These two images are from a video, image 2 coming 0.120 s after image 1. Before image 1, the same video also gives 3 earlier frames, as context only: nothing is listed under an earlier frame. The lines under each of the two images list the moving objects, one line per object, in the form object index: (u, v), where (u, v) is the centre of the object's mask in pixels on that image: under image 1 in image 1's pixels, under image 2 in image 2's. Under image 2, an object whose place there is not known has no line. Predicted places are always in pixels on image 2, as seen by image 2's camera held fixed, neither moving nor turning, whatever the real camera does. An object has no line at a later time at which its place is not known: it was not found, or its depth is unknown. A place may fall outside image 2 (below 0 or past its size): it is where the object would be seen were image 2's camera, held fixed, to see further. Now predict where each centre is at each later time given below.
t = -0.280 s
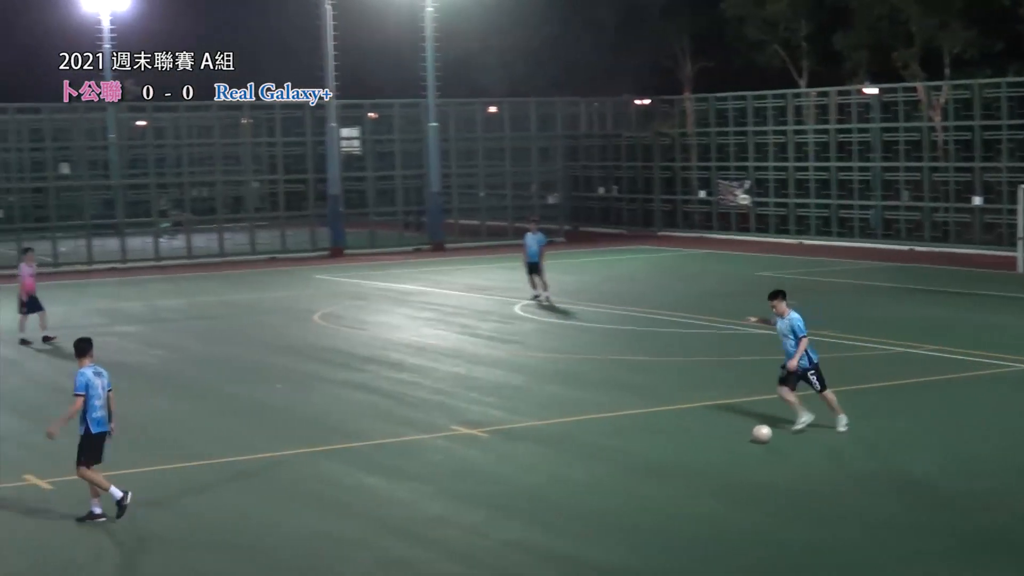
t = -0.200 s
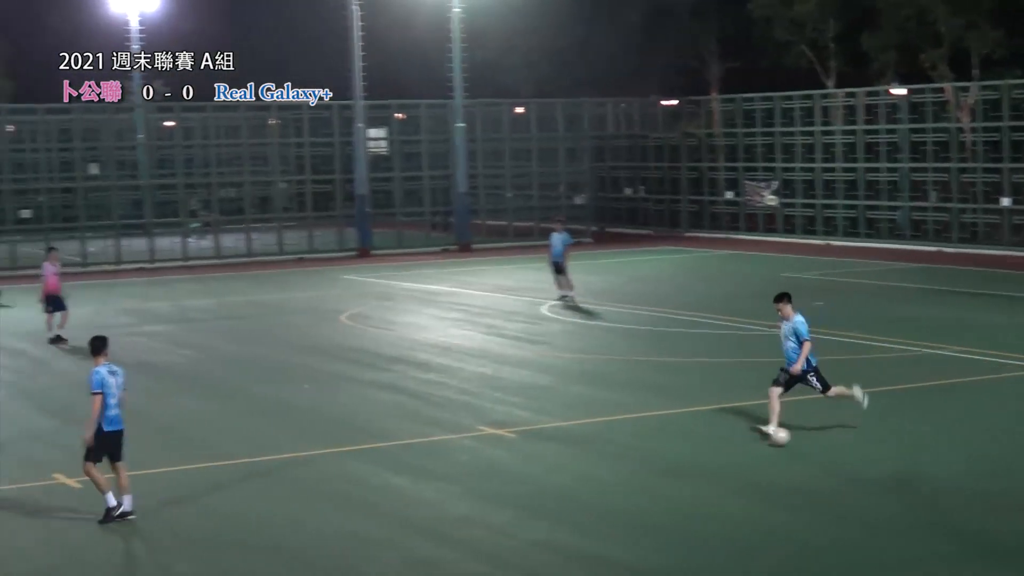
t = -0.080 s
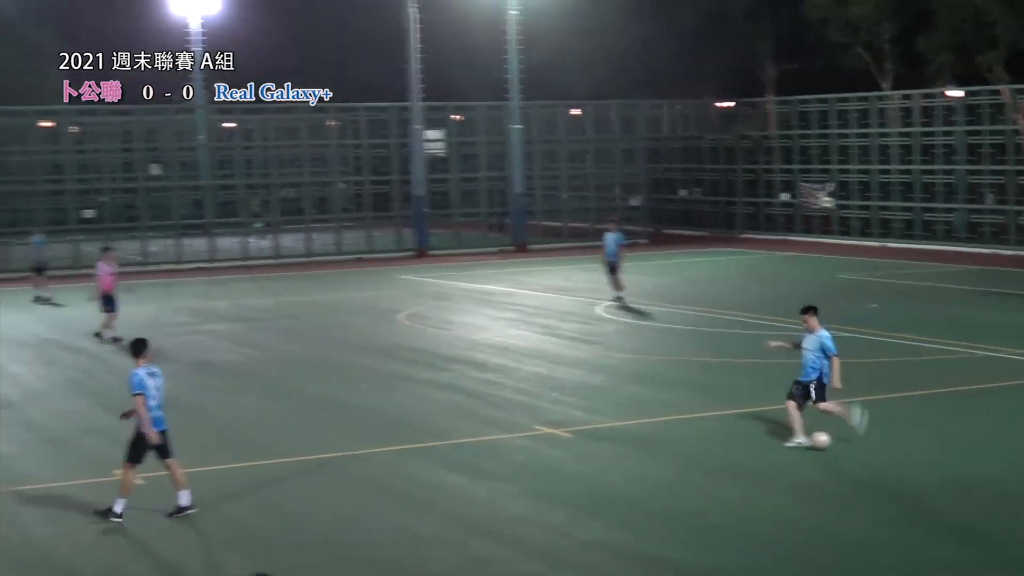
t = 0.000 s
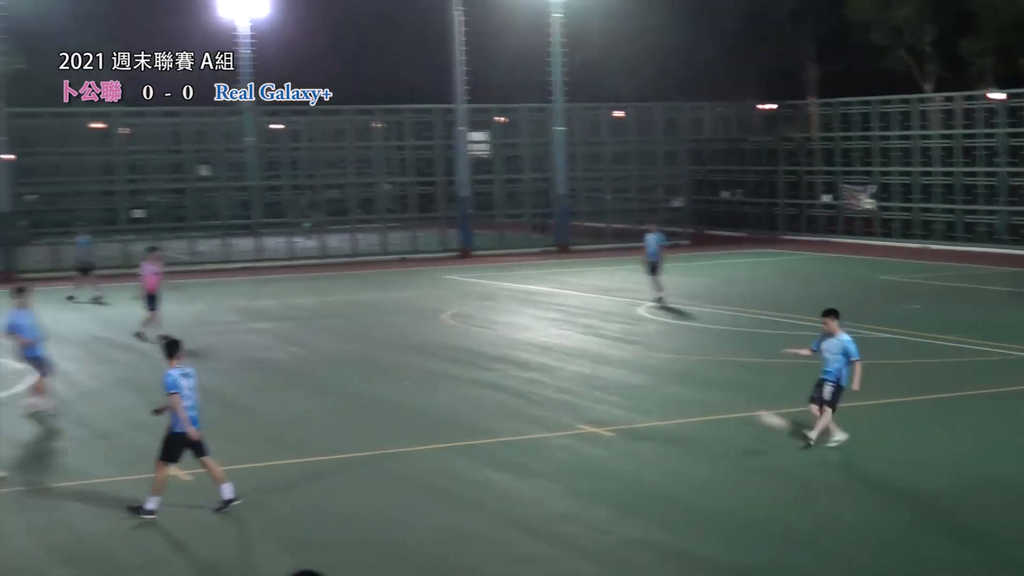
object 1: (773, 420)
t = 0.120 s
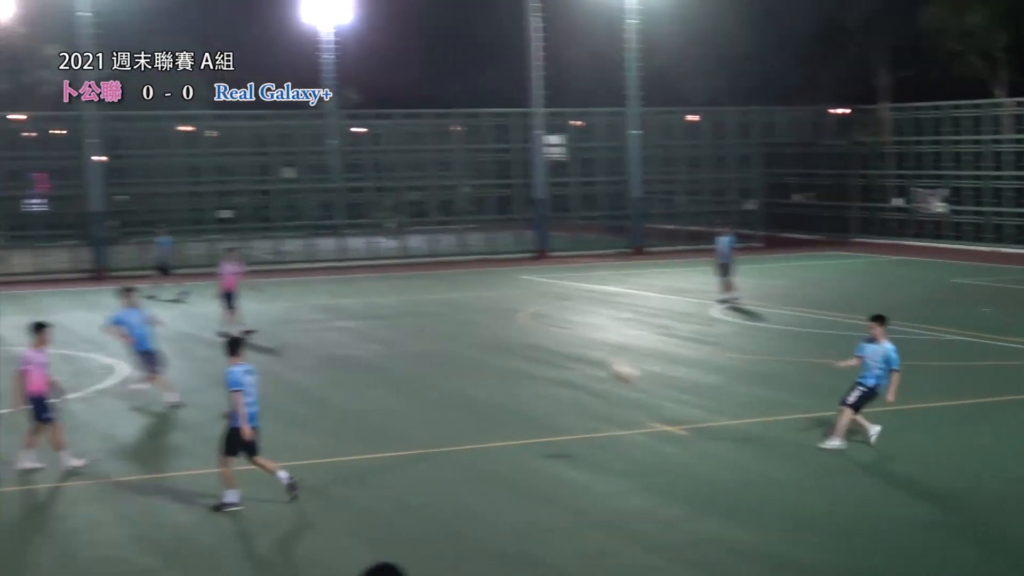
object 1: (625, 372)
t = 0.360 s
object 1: (159, 283)
